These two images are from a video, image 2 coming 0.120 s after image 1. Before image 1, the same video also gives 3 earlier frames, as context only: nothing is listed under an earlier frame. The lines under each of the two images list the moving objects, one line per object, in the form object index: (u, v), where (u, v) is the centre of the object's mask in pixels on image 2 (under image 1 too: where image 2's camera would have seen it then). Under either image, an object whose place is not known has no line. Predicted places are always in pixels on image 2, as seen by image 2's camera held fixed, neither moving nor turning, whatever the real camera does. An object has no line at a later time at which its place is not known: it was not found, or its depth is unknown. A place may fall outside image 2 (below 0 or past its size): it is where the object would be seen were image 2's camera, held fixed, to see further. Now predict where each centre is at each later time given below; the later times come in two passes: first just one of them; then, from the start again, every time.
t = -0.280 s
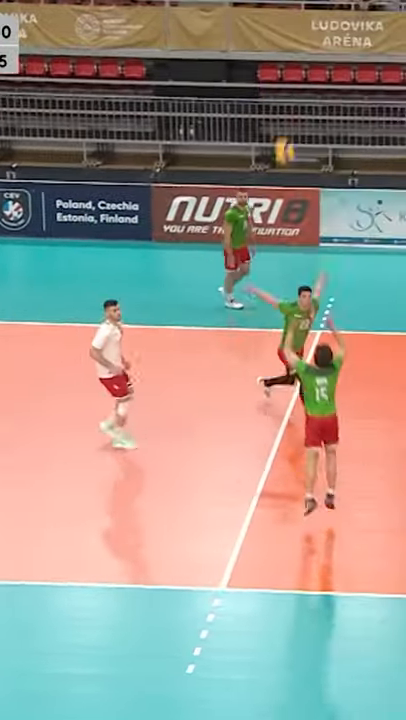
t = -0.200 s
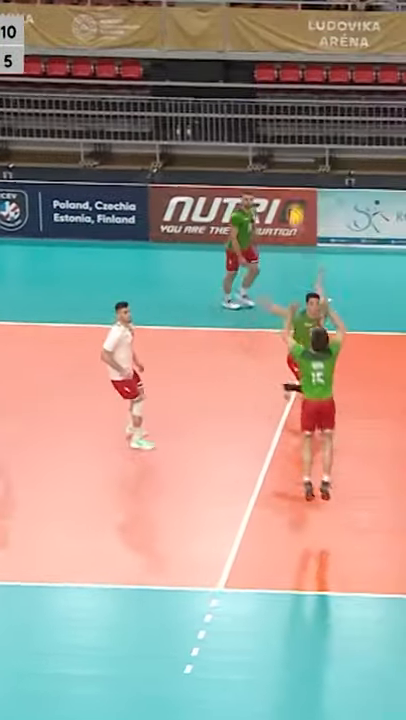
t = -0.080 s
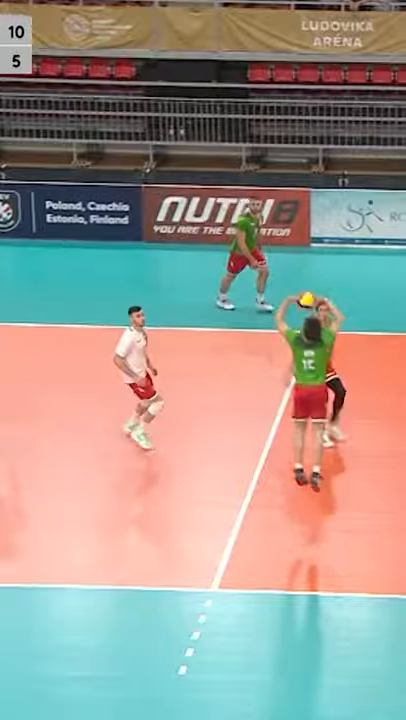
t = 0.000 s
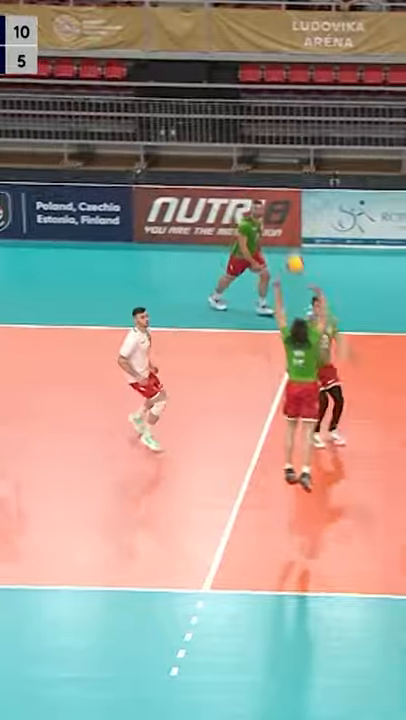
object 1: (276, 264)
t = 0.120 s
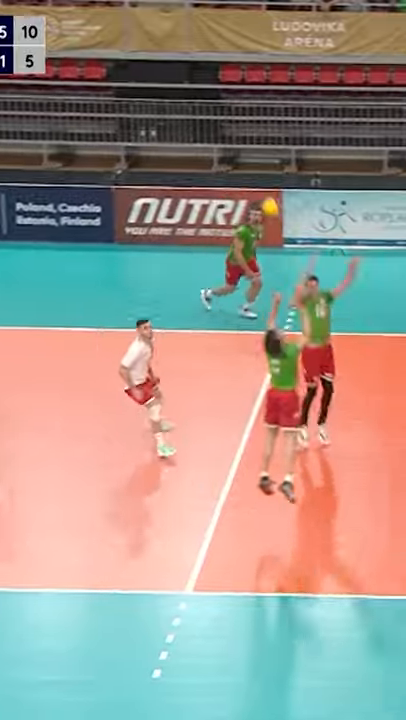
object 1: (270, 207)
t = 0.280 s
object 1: (262, 150)
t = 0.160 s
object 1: (268, 190)
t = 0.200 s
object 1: (266, 176)
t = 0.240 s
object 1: (264, 163)
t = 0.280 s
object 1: (262, 150)
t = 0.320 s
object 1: (259, 142)
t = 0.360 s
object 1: (258, 134)
